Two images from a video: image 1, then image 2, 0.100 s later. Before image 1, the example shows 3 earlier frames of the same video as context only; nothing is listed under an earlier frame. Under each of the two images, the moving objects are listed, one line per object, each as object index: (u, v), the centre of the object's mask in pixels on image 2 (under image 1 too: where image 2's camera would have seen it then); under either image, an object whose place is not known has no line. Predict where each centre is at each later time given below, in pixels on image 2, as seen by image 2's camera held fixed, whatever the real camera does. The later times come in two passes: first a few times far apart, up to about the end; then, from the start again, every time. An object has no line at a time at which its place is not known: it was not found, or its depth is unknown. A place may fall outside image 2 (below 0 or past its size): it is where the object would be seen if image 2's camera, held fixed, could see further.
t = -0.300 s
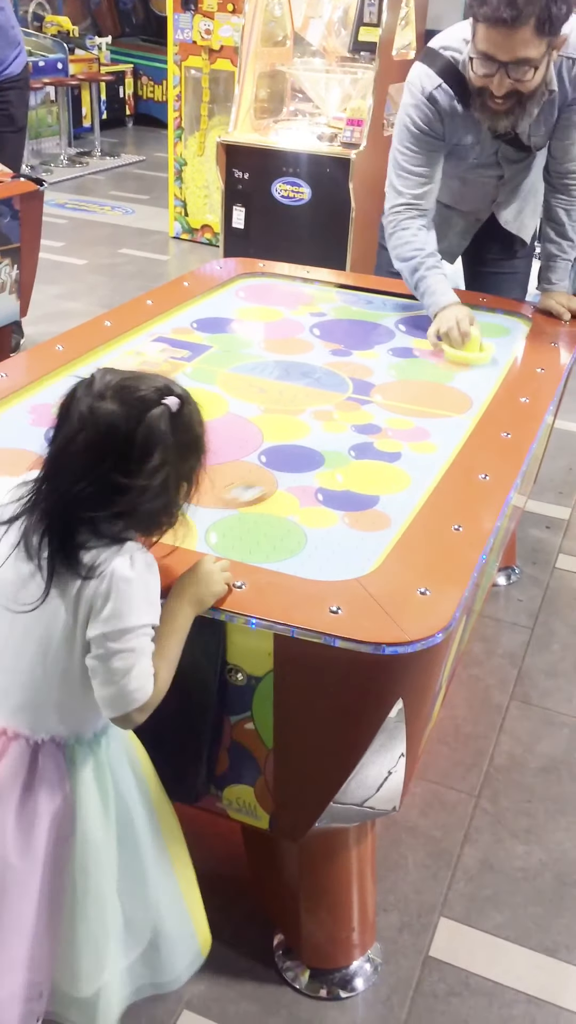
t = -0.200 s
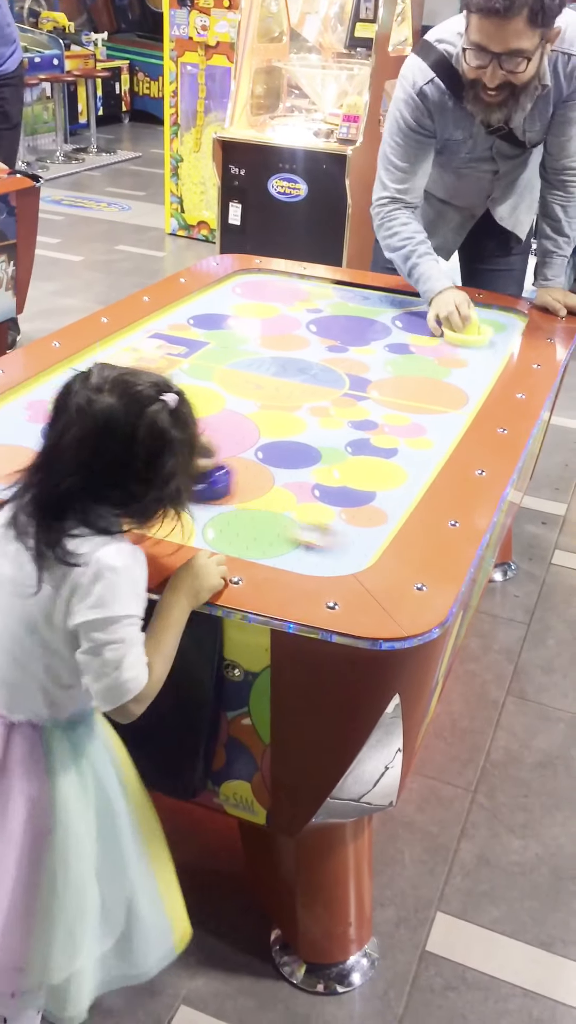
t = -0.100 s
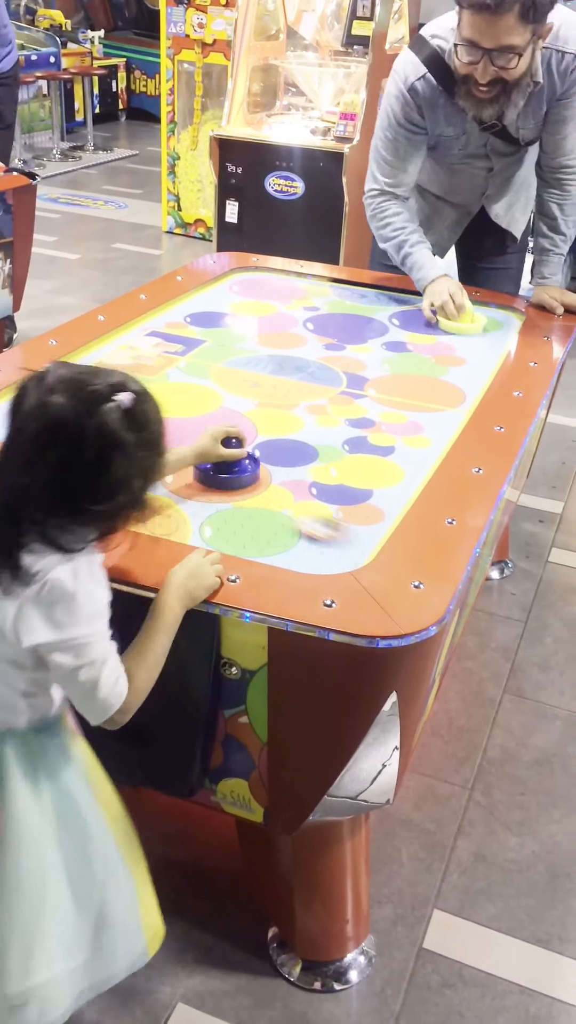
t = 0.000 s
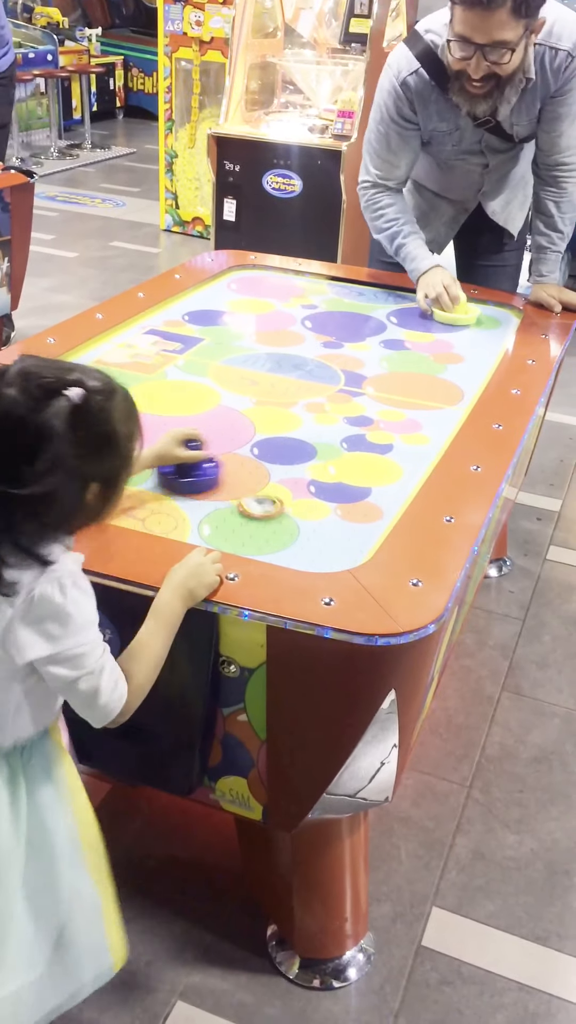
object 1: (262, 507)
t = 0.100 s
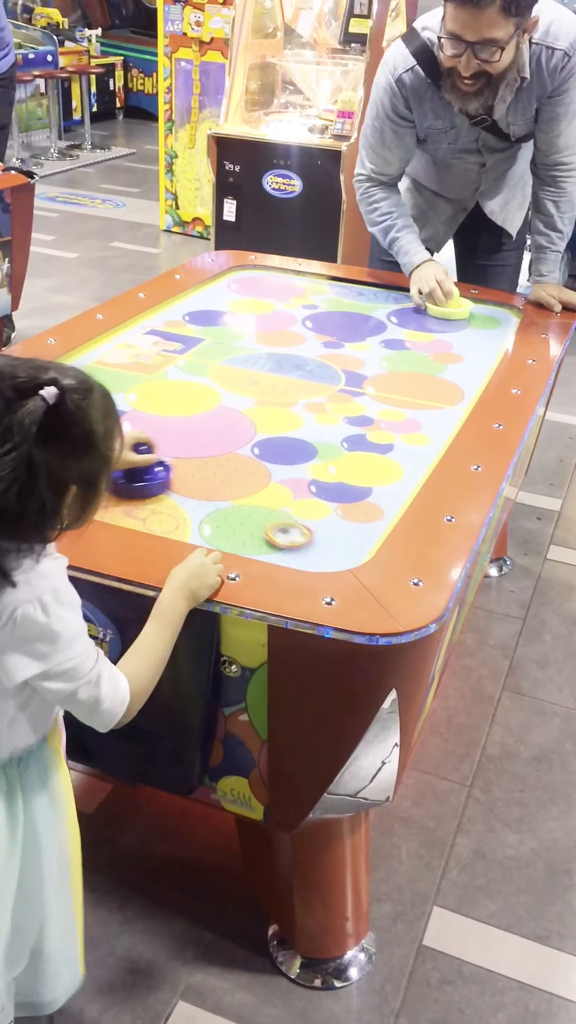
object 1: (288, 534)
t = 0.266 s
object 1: (325, 562)
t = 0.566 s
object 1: (311, 482)
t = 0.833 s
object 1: (299, 426)
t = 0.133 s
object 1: (298, 546)
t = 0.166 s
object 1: (308, 556)
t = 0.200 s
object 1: (318, 563)
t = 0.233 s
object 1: (324, 566)
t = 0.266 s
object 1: (325, 562)
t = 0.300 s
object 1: (324, 556)
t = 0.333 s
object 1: (323, 545)
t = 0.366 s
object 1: (321, 535)
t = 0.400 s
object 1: (319, 525)
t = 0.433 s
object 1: (318, 517)
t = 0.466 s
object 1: (316, 508)
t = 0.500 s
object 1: (314, 498)
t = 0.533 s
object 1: (313, 491)
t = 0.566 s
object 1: (311, 482)
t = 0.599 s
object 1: (310, 474)
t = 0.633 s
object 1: (308, 466)
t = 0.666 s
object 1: (306, 459)
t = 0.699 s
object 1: (305, 452)
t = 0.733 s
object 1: (304, 445)
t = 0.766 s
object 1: (302, 439)
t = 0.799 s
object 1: (301, 432)
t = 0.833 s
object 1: (299, 426)
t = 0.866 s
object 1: (298, 419)
